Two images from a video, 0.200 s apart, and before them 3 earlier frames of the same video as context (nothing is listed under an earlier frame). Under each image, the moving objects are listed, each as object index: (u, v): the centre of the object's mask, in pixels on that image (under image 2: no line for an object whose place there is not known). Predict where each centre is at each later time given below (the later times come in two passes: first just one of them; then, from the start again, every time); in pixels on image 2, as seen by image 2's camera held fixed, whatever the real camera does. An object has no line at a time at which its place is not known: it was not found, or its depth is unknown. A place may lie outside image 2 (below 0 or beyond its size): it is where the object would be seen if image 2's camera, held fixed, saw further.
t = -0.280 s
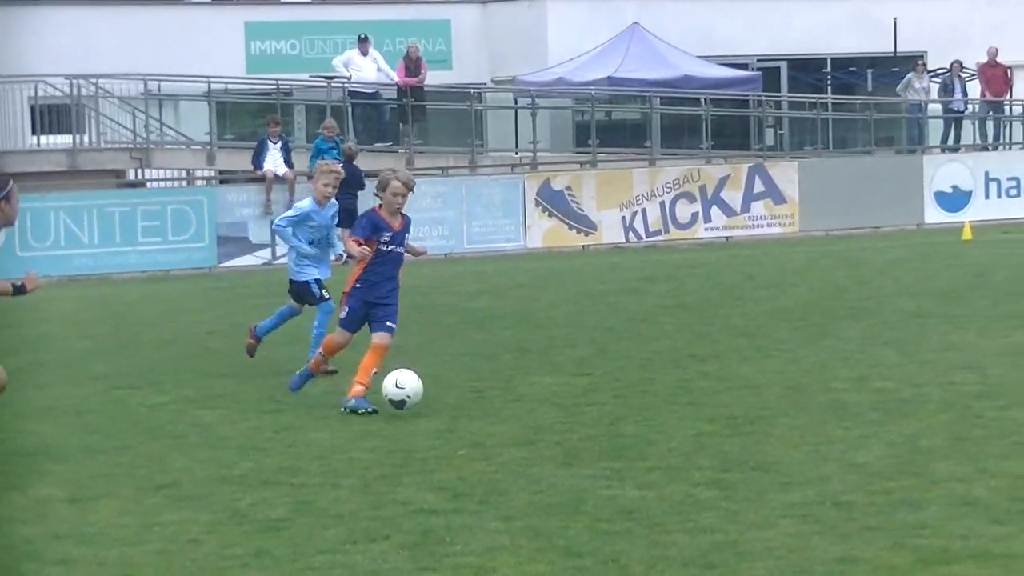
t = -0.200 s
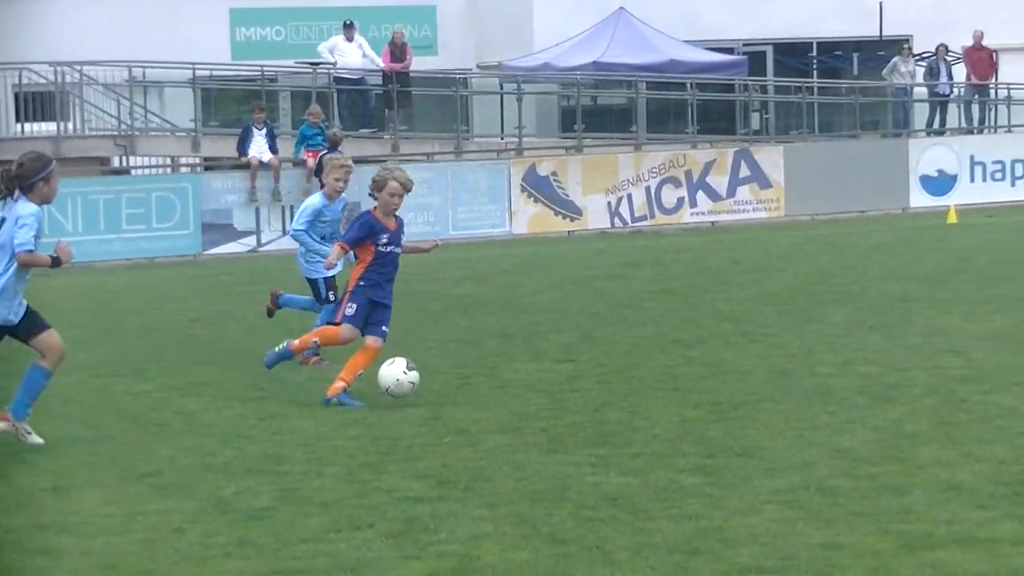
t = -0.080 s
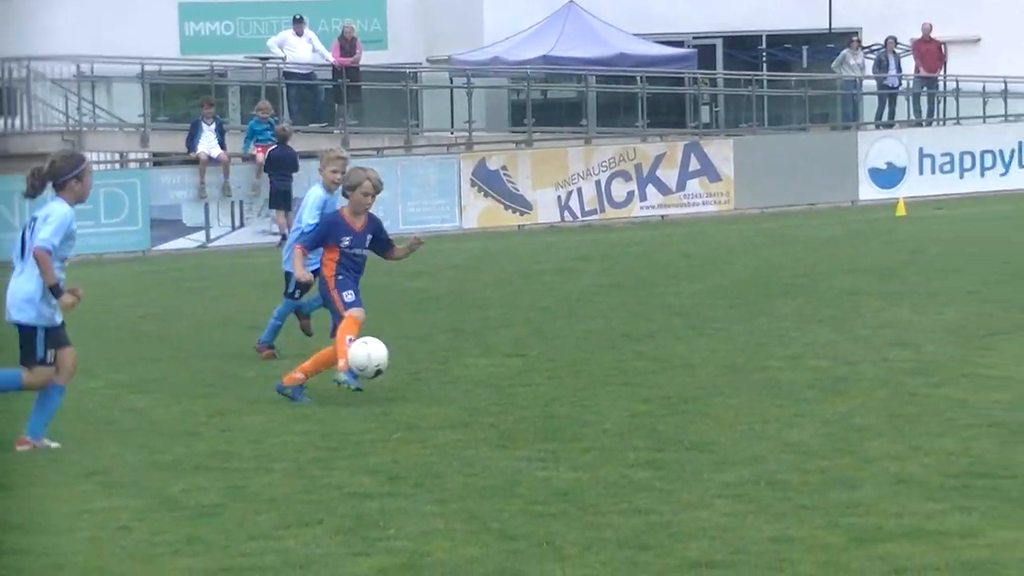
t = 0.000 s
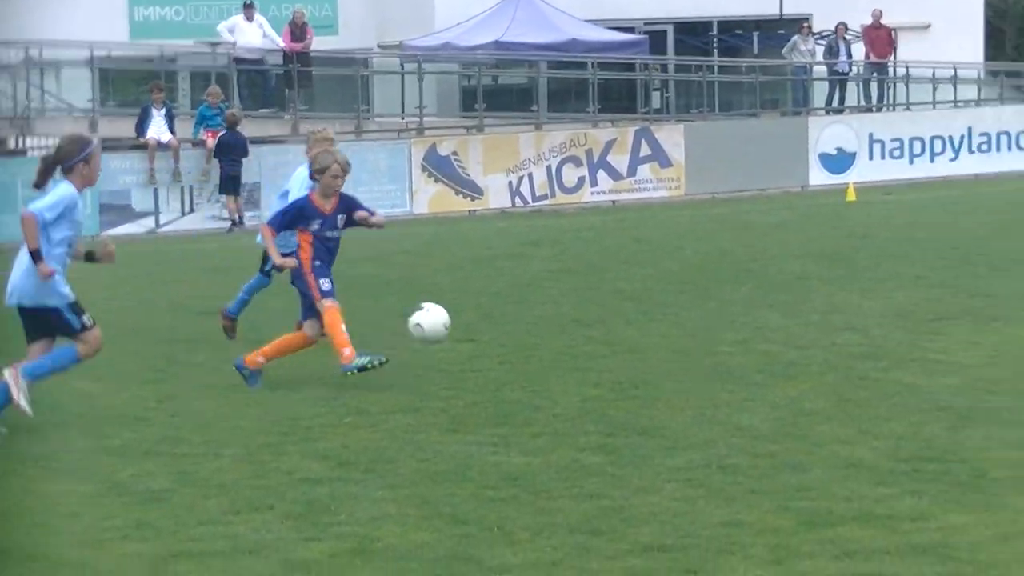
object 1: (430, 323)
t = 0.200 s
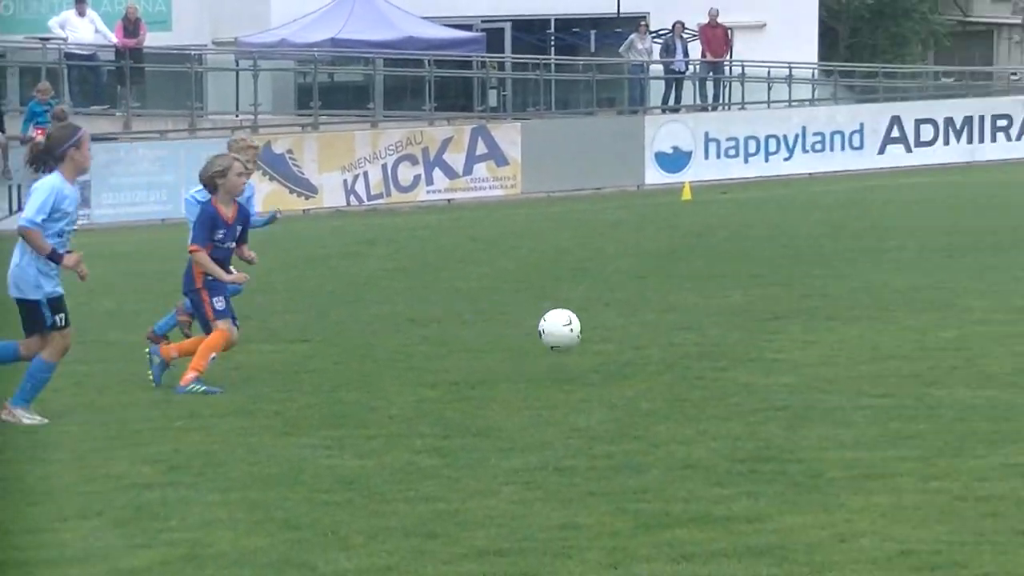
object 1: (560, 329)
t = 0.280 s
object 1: (680, 358)
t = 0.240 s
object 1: (621, 340)
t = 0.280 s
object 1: (680, 358)
